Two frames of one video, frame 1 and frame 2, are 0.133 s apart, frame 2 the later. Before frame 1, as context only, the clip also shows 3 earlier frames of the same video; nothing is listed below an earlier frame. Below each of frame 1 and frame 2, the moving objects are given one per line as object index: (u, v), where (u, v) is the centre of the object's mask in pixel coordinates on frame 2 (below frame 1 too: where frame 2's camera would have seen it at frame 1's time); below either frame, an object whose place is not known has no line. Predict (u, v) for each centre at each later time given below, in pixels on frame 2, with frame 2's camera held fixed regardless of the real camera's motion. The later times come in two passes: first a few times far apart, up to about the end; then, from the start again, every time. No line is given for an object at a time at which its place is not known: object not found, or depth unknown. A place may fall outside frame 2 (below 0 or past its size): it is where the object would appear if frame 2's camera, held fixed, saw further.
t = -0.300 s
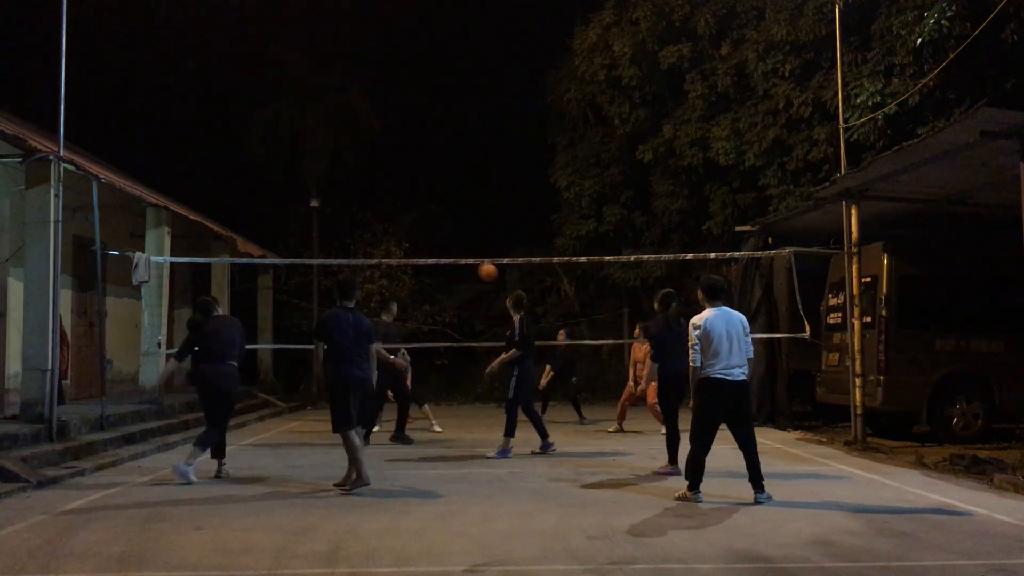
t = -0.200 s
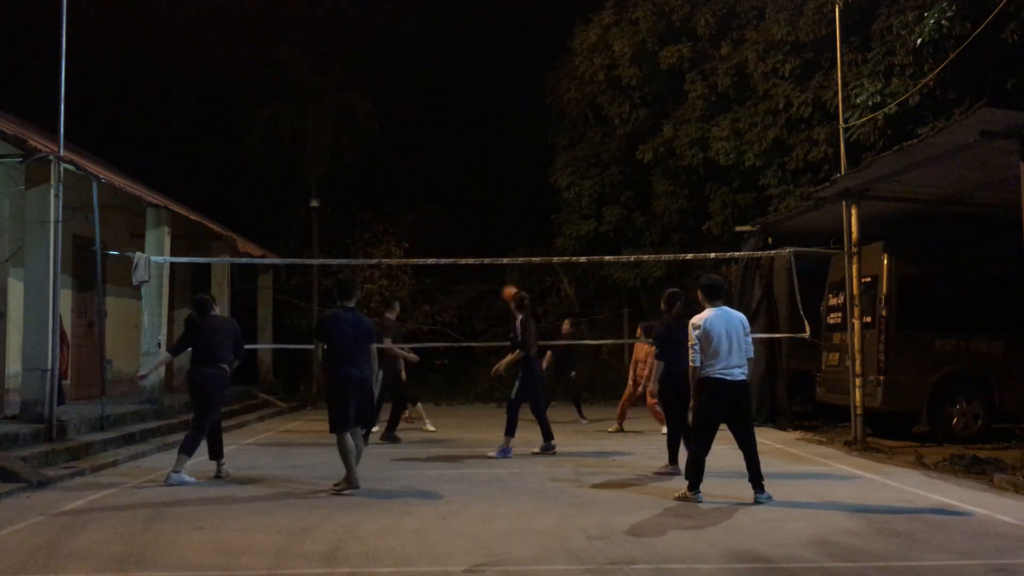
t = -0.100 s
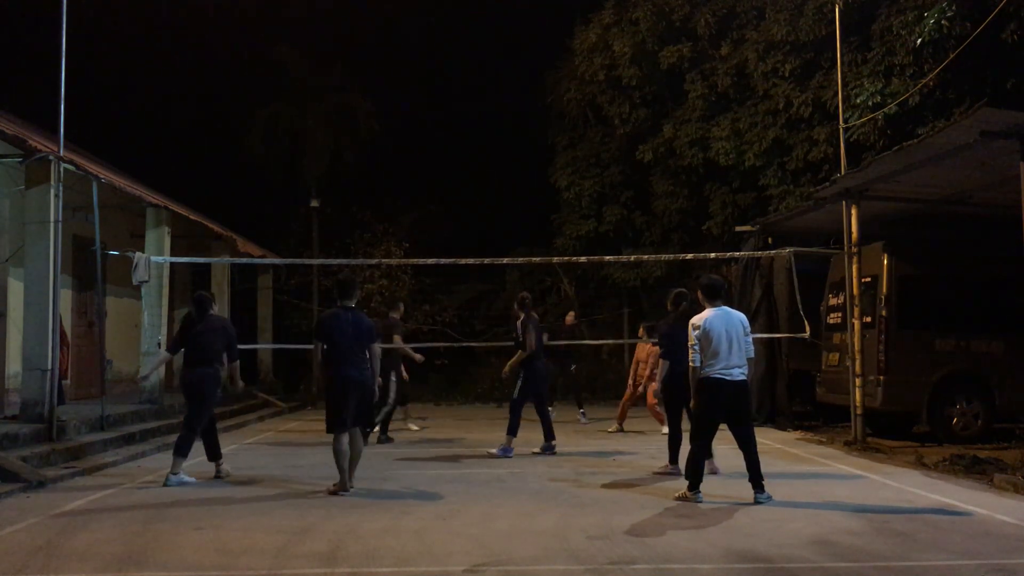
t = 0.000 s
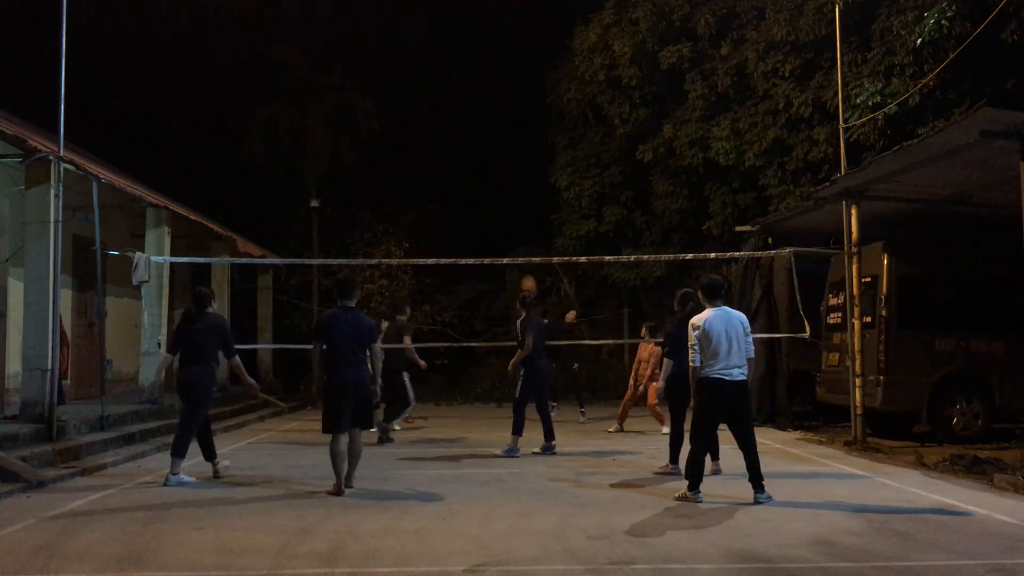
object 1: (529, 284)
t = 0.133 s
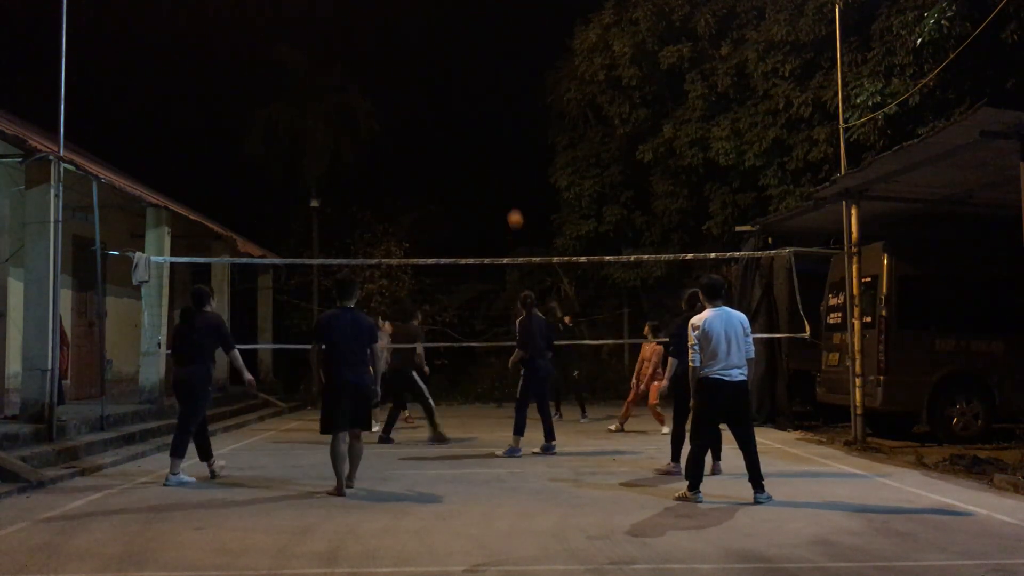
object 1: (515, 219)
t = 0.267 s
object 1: (502, 168)
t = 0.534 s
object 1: (480, 104)
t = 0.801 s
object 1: (460, 86)
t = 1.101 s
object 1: (438, 118)
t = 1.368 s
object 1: (419, 192)
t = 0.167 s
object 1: (512, 205)
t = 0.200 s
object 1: (509, 192)
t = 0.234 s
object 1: (506, 180)
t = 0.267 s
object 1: (502, 168)
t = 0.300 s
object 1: (499, 157)
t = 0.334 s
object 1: (497, 147)
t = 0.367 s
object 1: (493, 138)
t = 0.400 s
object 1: (491, 130)
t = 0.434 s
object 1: (488, 122)
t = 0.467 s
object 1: (485, 115)
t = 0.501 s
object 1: (482, 109)
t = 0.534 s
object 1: (480, 104)
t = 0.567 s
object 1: (477, 99)
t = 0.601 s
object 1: (474, 95)
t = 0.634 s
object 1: (472, 92)
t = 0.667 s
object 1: (470, 90)
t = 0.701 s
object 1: (467, 87)
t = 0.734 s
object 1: (464, 87)
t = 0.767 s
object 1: (462, 86)
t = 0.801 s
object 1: (460, 86)
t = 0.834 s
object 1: (457, 87)
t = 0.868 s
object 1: (455, 89)
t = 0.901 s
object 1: (453, 91)
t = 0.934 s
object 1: (450, 94)
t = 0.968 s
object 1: (448, 97)
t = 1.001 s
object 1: (445, 102)
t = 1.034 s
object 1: (443, 107)
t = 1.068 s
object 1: (440, 112)
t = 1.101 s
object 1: (438, 118)
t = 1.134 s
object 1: (436, 125)
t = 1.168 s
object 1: (433, 132)
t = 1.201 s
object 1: (431, 140)
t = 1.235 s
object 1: (429, 149)
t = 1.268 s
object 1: (426, 160)
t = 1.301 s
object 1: (424, 169)
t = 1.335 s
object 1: (422, 180)
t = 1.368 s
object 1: (419, 192)
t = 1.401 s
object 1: (417, 203)
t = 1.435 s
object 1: (415, 215)
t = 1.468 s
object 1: (413, 228)
